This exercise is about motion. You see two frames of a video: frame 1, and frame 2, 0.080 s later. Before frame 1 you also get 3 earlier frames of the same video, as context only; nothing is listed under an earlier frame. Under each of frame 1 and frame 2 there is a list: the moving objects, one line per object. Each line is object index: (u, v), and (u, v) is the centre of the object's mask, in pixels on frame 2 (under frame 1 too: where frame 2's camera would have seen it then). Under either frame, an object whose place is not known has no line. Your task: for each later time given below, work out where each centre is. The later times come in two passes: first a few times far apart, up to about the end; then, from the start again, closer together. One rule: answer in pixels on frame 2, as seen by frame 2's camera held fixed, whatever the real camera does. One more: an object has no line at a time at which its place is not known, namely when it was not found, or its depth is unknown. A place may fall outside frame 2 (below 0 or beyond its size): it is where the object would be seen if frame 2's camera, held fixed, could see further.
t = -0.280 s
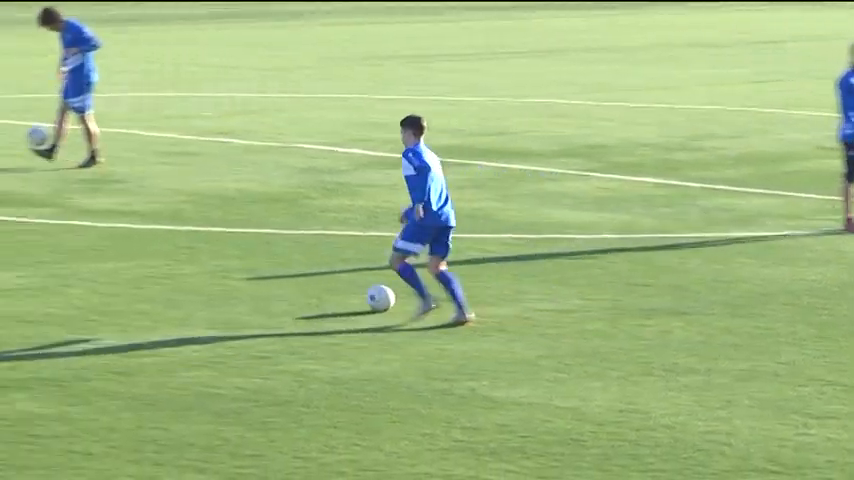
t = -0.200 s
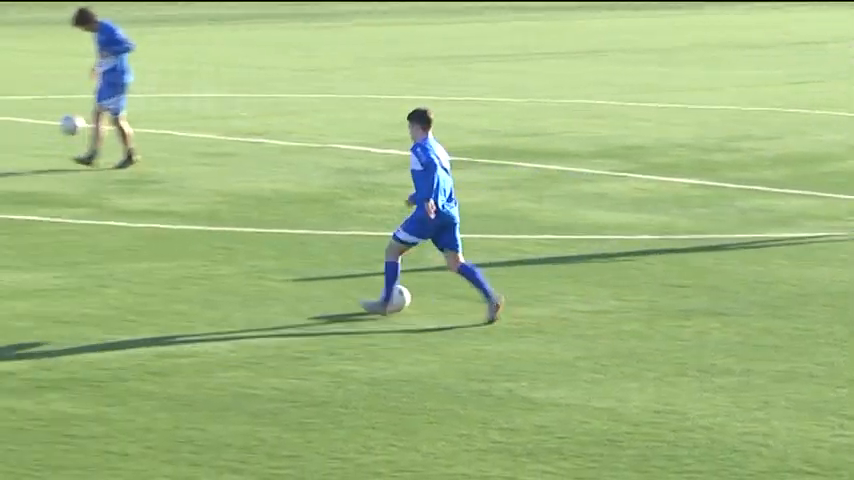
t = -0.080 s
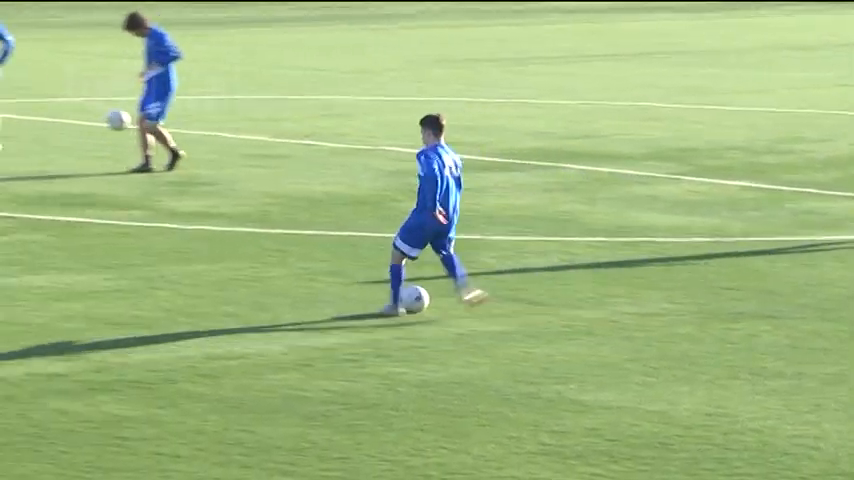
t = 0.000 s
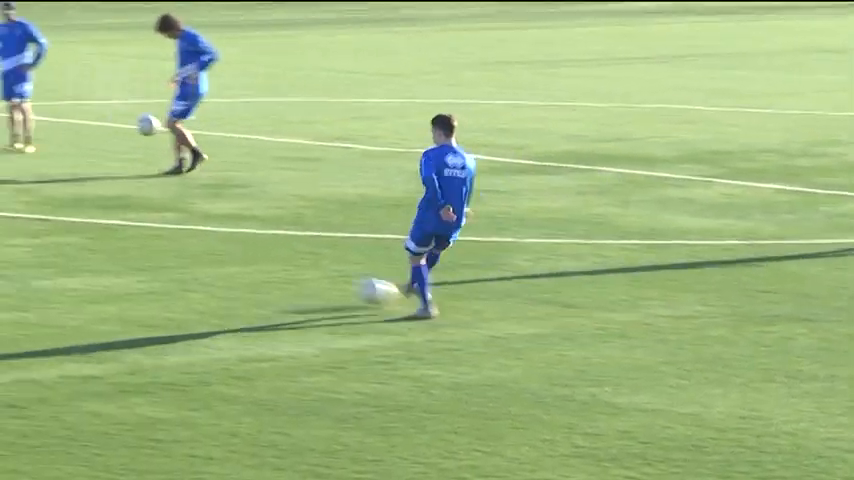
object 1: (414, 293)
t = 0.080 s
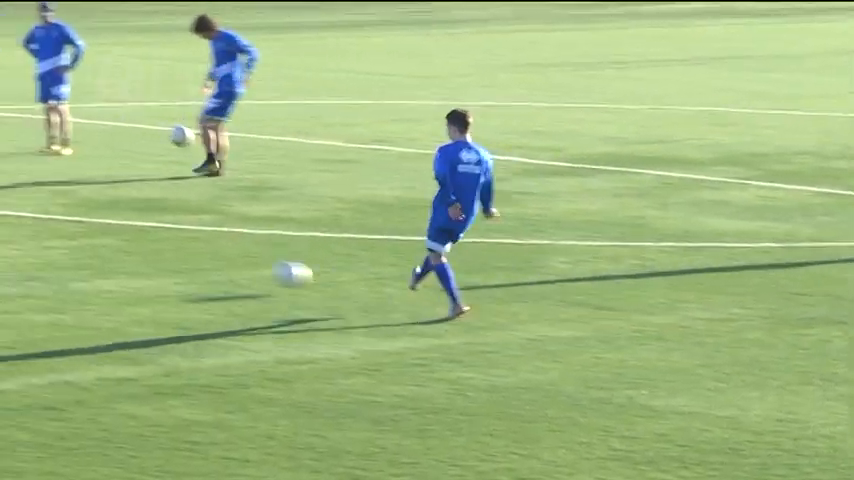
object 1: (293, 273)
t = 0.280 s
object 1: (24, 246)
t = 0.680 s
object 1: (-395, 194)
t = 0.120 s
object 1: (235, 268)
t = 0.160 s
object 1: (177, 265)
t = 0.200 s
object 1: (125, 259)
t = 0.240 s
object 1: (74, 251)
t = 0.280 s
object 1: (24, 246)
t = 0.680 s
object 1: (-395, 194)
